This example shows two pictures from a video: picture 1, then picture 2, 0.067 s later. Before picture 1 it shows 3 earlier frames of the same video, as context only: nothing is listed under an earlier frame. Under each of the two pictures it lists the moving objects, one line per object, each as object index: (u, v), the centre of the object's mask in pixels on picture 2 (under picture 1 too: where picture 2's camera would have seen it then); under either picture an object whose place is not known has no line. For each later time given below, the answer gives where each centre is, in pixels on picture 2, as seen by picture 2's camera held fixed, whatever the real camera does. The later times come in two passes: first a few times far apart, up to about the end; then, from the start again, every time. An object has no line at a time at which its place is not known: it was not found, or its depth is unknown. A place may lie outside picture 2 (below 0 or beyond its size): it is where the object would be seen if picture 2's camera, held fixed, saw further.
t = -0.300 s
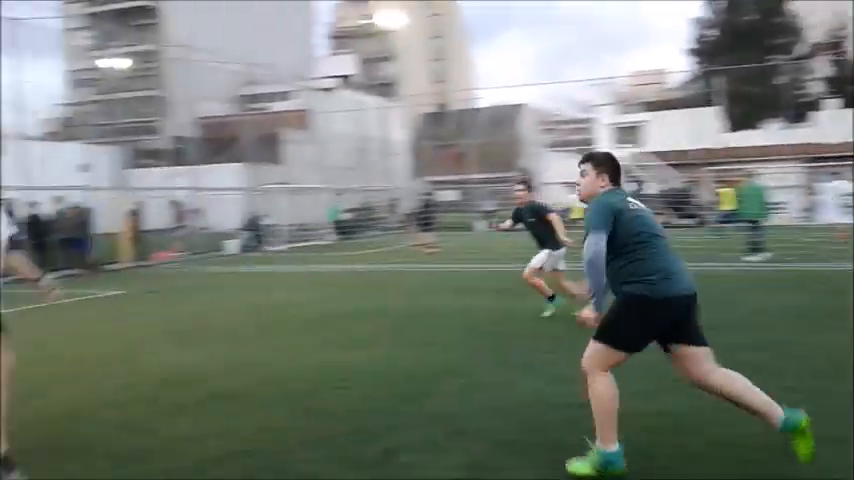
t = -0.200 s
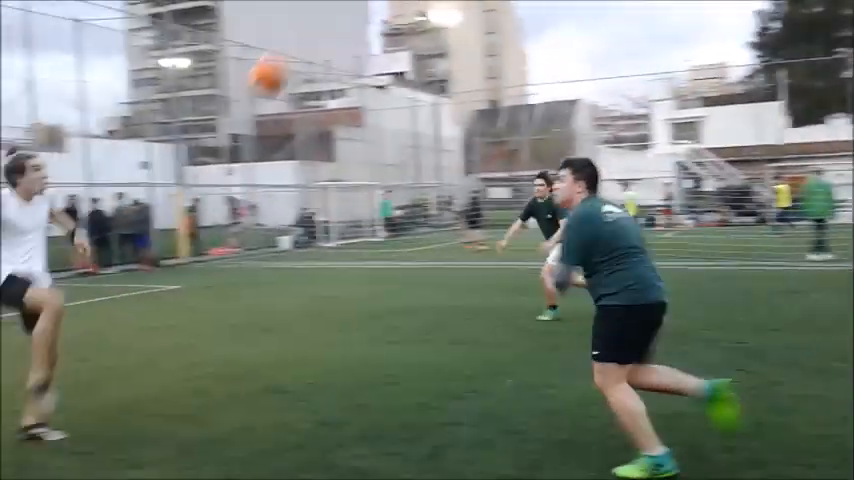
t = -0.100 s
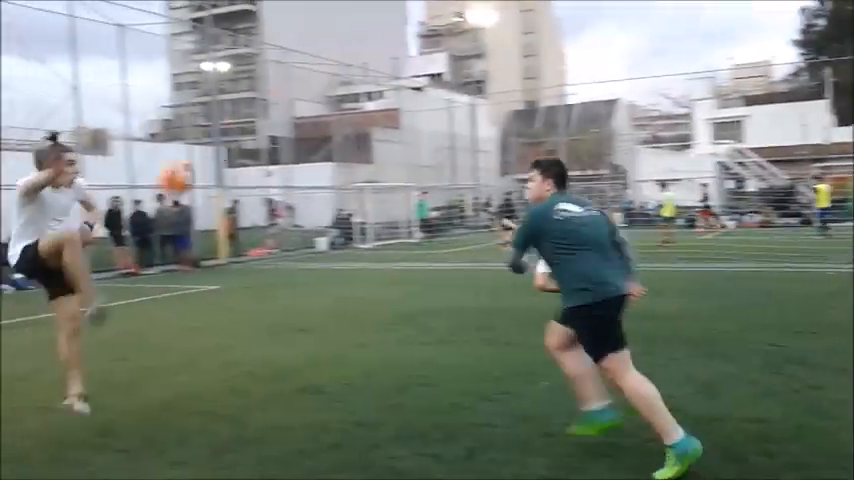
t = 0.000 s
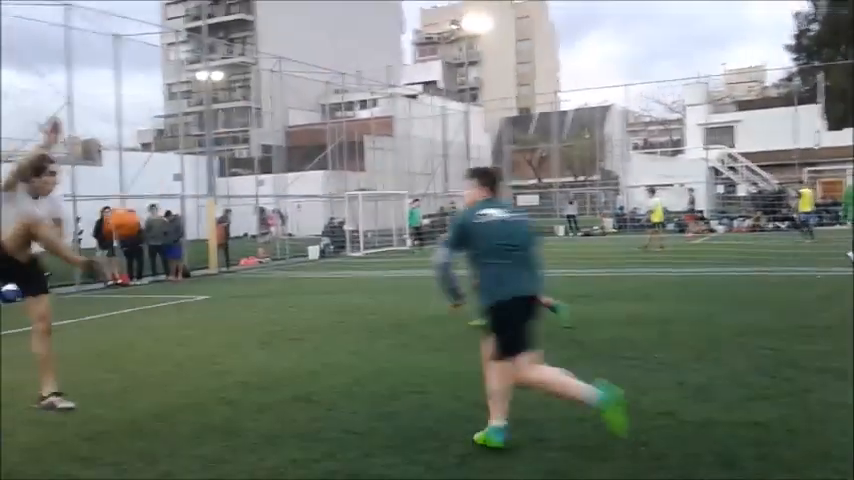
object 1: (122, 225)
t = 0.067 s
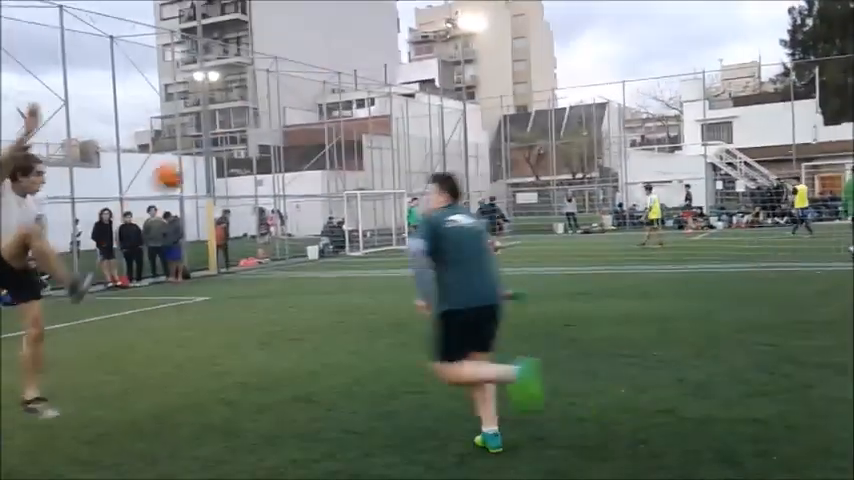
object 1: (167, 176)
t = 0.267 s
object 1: (294, 88)
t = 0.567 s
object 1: (436, 74)
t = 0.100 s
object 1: (192, 154)
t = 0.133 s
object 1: (214, 138)
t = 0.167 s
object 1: (234, 123)
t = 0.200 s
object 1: (251, 112)
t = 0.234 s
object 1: (273, 98)
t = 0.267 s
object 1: (294, 88)
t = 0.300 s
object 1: (314, 81)
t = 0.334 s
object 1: (332, 77)
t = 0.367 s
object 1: (348, 72)
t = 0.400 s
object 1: (365, 69)
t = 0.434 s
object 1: (382, 68)
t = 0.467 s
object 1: (396, 69)
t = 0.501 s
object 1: (409, 70)
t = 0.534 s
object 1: (422, 71)
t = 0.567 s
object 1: (436, 74)
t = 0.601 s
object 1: (450, 78)
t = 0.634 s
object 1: (462, 84)
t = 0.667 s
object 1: (473, 90)
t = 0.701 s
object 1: (486, 97)
